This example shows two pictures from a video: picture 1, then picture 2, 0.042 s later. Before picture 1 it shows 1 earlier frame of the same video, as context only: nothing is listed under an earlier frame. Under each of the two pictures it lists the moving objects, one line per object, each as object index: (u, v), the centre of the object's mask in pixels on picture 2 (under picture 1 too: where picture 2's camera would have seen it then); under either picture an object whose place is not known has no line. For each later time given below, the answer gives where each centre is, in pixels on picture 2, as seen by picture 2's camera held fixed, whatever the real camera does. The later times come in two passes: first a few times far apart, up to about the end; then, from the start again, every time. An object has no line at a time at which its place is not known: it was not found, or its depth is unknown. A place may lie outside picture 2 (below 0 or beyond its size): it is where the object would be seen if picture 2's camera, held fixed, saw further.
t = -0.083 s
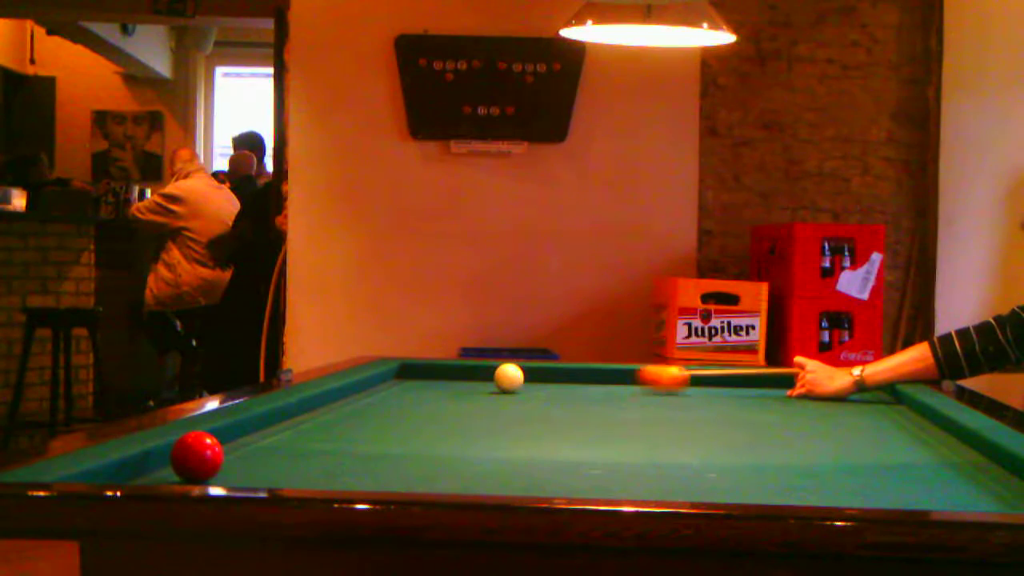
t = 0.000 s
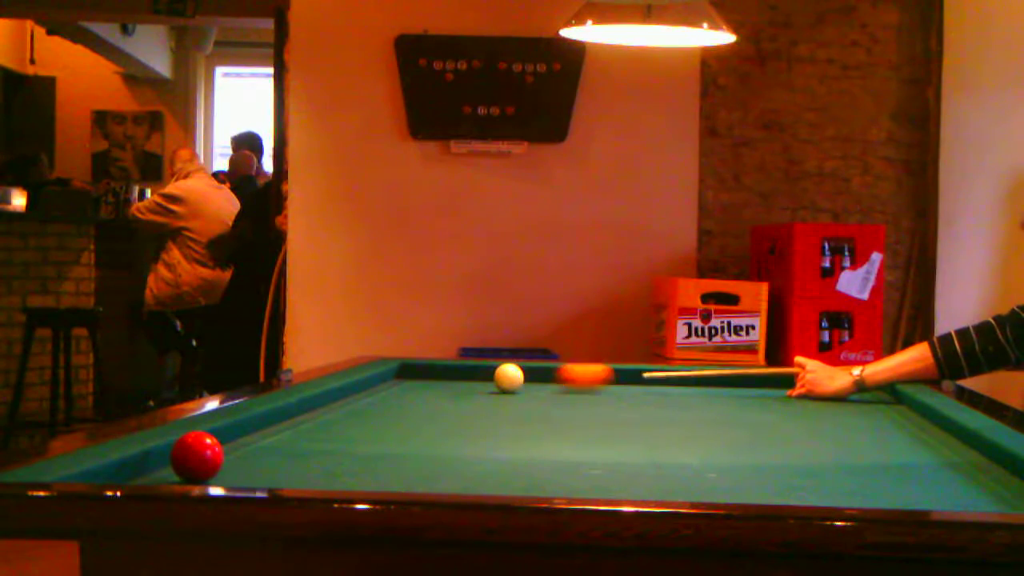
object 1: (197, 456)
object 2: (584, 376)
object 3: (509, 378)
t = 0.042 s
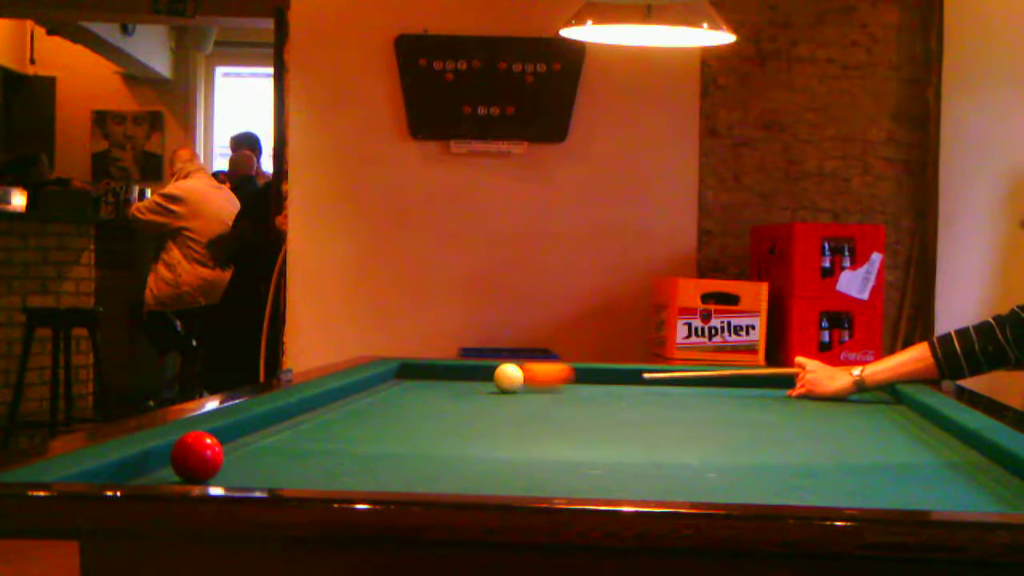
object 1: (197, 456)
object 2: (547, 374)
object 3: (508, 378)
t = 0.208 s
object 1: (197, 457)
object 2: (446, 364)
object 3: (449, 379)
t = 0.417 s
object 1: (197, 457)
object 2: (464, 368)
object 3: (385, 382)
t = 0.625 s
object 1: (197, 457)
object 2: (529, 372)
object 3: (381, 386)
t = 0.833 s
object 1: (197, 457)
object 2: (596, 377)
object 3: (404, 390)
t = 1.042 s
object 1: (197, 457)
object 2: (666, 382)
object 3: (426, 394)
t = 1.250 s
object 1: (197, 457)
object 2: (741, 387)
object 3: (451, 398)
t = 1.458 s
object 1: (197, 457)
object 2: (819, 393)
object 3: (475, 401)
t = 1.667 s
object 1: (197, 457)
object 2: (894, 399)
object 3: (500, 406)
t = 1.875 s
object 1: (197, 457)
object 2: (851, 403)
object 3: (525, 410)
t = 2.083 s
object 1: (197, 457)
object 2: (806, 406)
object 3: (551, 414)
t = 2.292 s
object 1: (197, 457)
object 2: (759, 410)
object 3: (577, 419)
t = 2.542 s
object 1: (197, 456)
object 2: (700, 414)
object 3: (609, 423)
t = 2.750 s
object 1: (197, 457)
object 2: (655, 412)
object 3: (636, 429)
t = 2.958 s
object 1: (197, 456)
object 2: (591, 422)
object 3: (663, 433)
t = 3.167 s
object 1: (197, 456)
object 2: (533, 427)
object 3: (691, 438)
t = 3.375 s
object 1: (197, 456)
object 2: (472, 431)
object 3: (719, 442)
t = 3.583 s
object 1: (197, 456)
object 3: (747, 447)
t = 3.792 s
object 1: (197, 456)
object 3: (775, 452)
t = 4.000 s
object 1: (197, 456)
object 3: (803, 457)
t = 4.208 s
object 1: (188, 458)
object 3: (831, 462)
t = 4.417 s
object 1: (169, 460)
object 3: (859, 467)
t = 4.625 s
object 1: (150, 463)
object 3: (887, 472)
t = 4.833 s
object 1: (130, 465)
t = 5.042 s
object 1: (110, 468)
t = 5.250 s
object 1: (103, 469)
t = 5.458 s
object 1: (98, 471)
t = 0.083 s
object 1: (197, 457)
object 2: (521, 373)
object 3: (495, 377)
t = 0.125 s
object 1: (197, 457)
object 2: (502, 370)
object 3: (479, 378)
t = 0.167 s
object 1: (197, 457)
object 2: (478, 367)
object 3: (463, 378)
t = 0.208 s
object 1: (197, 457)
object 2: (446, 364)
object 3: (449, 379)
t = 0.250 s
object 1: (197, 457)
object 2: (421, 364)
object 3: (437, 380)
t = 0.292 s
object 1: (197, 457)
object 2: (410, 362)
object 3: (424, 380)
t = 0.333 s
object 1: (197, 457)
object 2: (434, 365)
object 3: (411, 381)
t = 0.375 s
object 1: (197, 457)
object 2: (451, 366)
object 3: (398, 382)
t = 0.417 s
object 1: (197, 457)
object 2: (464, 368)
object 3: (385, 382)
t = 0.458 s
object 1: (197, 457)
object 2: (477, 369)
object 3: (372, 383)
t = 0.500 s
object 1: (197, 457)
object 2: (490, 370)
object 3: (367, 384)
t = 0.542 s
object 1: (197, 457)
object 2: (503, 370)
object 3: (372, 385)
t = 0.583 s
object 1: (197, 457)
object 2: (516, 371)
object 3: (376, 386)
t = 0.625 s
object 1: (197, 457)
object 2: (529, 372)
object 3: (381, 386)
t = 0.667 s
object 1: (197, 457)
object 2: (542, 373)
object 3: (385, 387)
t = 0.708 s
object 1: (197, 457)
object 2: (555, 374)
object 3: (390, 388)
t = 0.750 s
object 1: (197, 457)
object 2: (568, 375)
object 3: (394, 388)
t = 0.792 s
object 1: (197, 457)
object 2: (582, 376)
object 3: (399, 389)
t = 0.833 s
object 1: (197, 457)
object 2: (596, 377)
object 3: (404, 390)
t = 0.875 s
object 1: (197, 457)
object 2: (609, 378)
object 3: (408, 391)
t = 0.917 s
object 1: (197, 457)
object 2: (623, 379)
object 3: (413, 391)
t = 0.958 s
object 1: (197, 457)
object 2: (637, 380)
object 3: (417, 392)
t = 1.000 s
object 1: (197, 457)
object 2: (652, 381)
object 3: (422, 393)
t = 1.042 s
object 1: (197, 457)
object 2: (666, 382)
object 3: (426, 394)
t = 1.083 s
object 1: (197, 457)
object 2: (681, 383)
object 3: (431, 395)
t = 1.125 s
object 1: (197, 457)
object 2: (696, 384)
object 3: (436, 395)
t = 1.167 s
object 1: (197, 457)
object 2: (711, 385)
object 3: (441, 396)
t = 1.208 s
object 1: (197, 457)
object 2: (725, 386)
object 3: (446, 397)
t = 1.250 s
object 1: (197, 457)
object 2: (741, 387)
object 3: (451, 398)
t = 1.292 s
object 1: (197, 457)
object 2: (756, 388)
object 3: (455, 399)
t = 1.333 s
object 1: (197, 457)
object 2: (772, 390)
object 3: (460, 399)
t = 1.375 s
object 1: (197, 457)
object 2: (788, 391)
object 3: (465, 400)
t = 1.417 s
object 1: (197, 457)
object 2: (803, 392)
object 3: (470, 401)
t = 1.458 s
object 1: (197, 457)
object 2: (819, 393)
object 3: (475, 401)
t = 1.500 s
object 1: (197, 457)
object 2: (836, 394)
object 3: (480, 402)
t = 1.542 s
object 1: (197, 457)
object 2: (852, 395)
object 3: (484, 404)
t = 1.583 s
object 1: (197, 457)
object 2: (869, 396)
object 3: (489, 404)
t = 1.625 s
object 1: (197, 457)
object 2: (885, 398)
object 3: (494, 405)
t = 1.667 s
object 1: (197, 457)
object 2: (894, 399)
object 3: (500, 406)
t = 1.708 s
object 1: (197, 457)
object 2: (885, 400)
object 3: (504, 407)
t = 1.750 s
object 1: (197, 457)
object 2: (876, 401)
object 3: (509, 408)
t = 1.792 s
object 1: (197, 457)
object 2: (868, 401)
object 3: (515, 409)
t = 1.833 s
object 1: (197, 457)
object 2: (859, 402)
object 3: (520, 409)
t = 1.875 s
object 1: (197, 457)
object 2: (851, 403)
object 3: (525, 410)
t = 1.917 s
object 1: (197, 457)
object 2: (842, 403)
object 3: (530, 411)
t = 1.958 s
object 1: (197, 457)
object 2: (833, 404)
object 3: (535, 412)
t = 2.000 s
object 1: (197, 457)
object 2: (824, 405)
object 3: (540, 413)
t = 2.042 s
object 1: (197, 457)
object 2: (815, 406)
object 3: (545, 413)
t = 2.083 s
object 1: (197, 457)
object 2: (806, 406)
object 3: (551, 414)
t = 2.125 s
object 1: (197, 457)
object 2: (797, 407)
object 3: (556, 415)
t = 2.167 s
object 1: (197, 457)
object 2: (788, 408)
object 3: (561, 416)
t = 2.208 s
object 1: (197, 457)
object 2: (778, 408)
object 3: (566, 417)
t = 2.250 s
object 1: (197, 456)
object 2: (769, 409)
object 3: (571, 418)
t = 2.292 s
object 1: (197, 457)
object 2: (759, 410)
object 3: (577, 419)
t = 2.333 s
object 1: (197, 457)
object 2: (750, 411)
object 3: (582, 419)
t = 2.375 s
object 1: (197, 456)
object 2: (740, 411)
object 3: (587, 420)
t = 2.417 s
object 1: (197, 457)
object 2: (730, 412)
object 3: (592, 421)
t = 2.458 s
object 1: (197, 457)
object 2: (720, 413)
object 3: (598, 422)
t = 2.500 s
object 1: (197, 457)
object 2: (710, 414)
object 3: (603, 423)
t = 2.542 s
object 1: (197, 456)
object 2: (700, 414)
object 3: (609, 423)
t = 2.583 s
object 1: (197, 457)
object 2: (690, 414)
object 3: (614, 424)
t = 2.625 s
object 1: (197, 457)
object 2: (679, 416)
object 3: (619, 425)
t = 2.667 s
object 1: (197, 456)
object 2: (669, 417)
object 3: (625, 426)
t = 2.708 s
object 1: (197, 457)
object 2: (662, 415)
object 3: (630, 428)
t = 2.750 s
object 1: (197, 457)
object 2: (655, 412)
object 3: (636, 429)
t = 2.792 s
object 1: (197, 457)
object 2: (631, 409)
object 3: (641, 429)
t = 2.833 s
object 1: (197, 456)
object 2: (620, 418)
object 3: (647, 430)
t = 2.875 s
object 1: (197, 457)
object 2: (613, 421)
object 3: (652, 431)
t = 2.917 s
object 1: (197, 456)
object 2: (603, 422)
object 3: (657, 432)
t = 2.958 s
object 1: (197, 456)
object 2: (591, 422)
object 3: (663, 433)
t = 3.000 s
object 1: (197, 456)
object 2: (580, 423)
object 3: (669, 434)
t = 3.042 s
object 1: (197, 457)
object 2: (569, 424)
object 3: (674, 435)
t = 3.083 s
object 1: (197, 457)
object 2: (557, 425)
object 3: (680, 436)
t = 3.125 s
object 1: (197, 456)
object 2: (545, 426)
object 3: (686, 437)
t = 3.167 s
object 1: (197, 456)
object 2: (533, 427)
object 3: (691, 438)
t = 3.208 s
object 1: (197, 457)
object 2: (521, 428)
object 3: (697, 438)
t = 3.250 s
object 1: (197, 456)
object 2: (509, 429)
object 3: (703, 440)
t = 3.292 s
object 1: (197, 457)
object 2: (497, 430)
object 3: (708, 441)
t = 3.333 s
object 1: (197, 456)
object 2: (484, 431)
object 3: (713, 441)
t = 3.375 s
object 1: (197, 456)
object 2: (472, 431)
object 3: (719, 442)
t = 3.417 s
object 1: (197, 456)
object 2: (459, 433)
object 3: (725, 444)
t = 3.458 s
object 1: (197, 456)
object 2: (446, 434)
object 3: (730, 444)
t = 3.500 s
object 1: (197, 456)
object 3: (736, 445)
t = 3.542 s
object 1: (197, 456)
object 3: (741, 446)
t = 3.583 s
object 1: (197, 456)
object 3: (747, 447)
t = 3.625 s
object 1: (197, 456)
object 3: (753, 448)
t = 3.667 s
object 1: (197, 456)
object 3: (758, 449)
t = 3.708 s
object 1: (197, 456)
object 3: (764, 450)
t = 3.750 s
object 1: (197, 456)
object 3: (769, 451)
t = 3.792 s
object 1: (197, 456)
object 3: (775, 452)
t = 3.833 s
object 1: (197, 456)
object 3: (781, 453)
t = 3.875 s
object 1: (197, 456)
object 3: (787, 454)
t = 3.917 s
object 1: (197, 457)
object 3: (792, 454)
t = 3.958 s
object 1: (197, 456)
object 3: (797, 456)
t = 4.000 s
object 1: (197, 456)
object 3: (803, 457)
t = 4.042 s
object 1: (197, 456)
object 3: (809, 458)
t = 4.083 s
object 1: (197, 456)
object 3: (814, 459)
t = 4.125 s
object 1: (196, 457)
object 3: (820, 460)
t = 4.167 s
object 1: (193, 457)
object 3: (825, 461)
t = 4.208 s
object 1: (188, 458)
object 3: (831, 462)
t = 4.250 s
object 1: (185, 458)
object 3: (837, 463)
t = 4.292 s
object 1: (181, 459)
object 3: (843, 464)
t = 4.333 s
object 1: (177, 460)
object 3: (848, 465)
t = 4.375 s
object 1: (174, 460)
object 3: (853, 466)
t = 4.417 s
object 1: (169, 460)
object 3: (859, 467)
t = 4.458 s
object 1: (165, 462)
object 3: (865, 468)
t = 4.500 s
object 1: (161, 462)
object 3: (870, 469)
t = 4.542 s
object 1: (158, 462)
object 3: (876, 470)
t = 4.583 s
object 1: (153, 463)
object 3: (881, 471)
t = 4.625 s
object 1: (150, 463)
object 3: (887, 472)
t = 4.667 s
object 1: (146, 464)
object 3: (892, 472)
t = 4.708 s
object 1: (141, 464)
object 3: (898, 473)
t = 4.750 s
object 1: (138, 464)
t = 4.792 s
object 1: (134, 465)
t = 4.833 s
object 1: (130, 465)
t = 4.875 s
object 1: (126, 466)
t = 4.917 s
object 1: (122, 466)
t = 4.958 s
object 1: (118, 467)
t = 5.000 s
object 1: (114, 467)
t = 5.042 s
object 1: (110, 468)
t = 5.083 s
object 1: (107, 468)
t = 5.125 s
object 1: (106, 468)
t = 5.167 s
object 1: (105, 469)
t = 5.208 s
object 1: (104, 469)
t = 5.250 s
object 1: (103, 469)
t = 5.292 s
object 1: (102, 470)
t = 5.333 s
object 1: (100, 470)
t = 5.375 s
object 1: (100, 470)
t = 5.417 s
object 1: (99, 471)
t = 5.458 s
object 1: (98, 471)
